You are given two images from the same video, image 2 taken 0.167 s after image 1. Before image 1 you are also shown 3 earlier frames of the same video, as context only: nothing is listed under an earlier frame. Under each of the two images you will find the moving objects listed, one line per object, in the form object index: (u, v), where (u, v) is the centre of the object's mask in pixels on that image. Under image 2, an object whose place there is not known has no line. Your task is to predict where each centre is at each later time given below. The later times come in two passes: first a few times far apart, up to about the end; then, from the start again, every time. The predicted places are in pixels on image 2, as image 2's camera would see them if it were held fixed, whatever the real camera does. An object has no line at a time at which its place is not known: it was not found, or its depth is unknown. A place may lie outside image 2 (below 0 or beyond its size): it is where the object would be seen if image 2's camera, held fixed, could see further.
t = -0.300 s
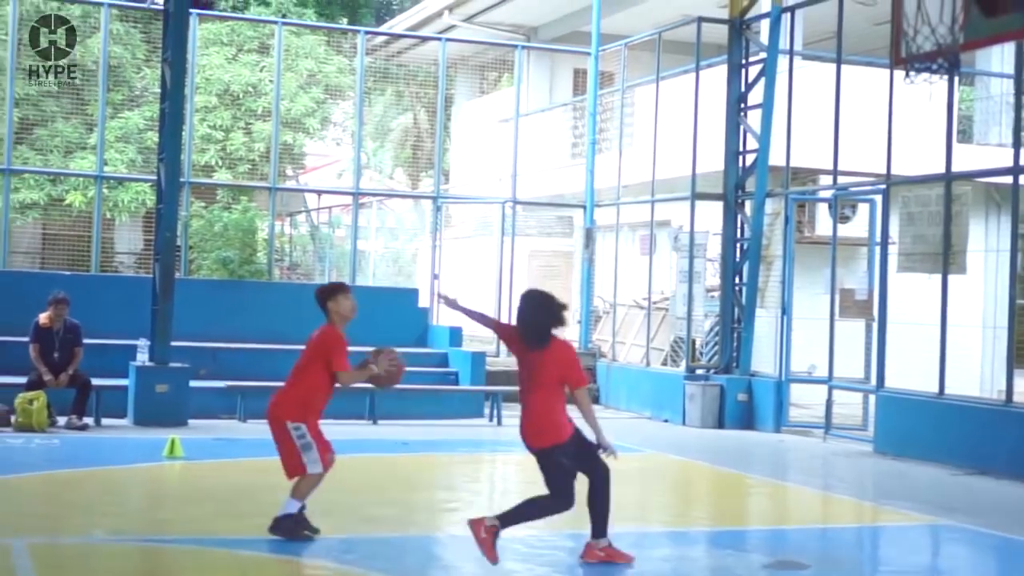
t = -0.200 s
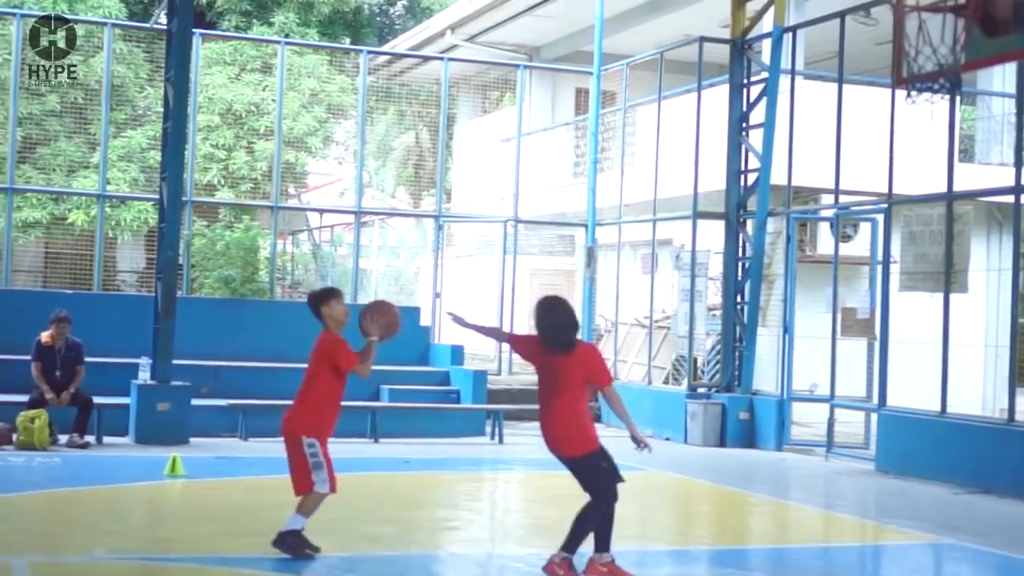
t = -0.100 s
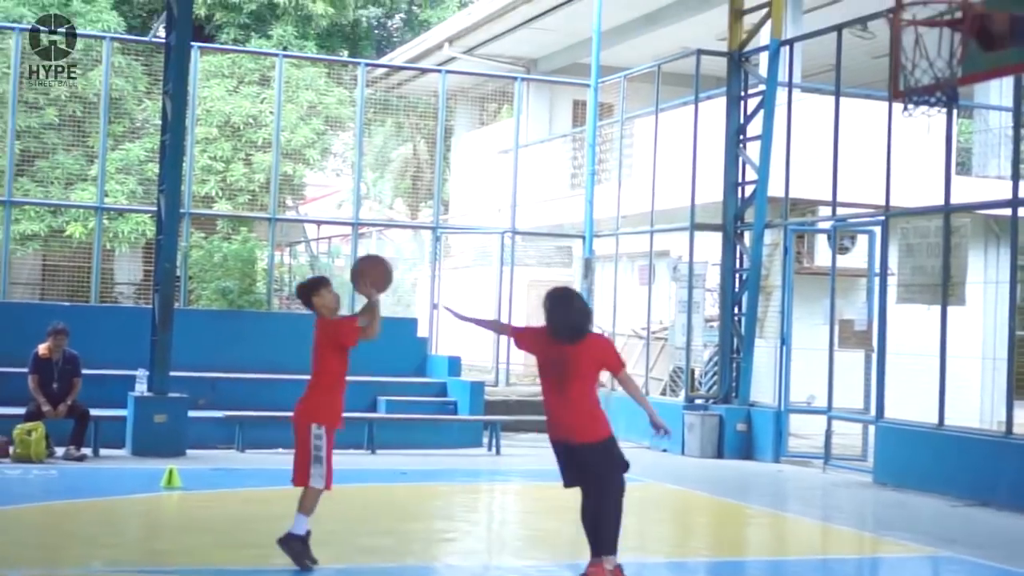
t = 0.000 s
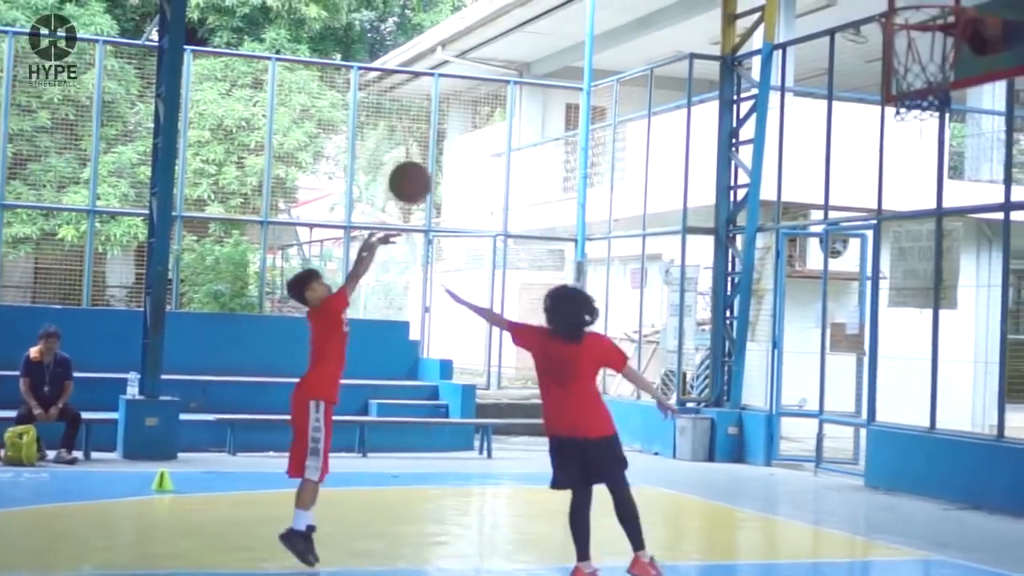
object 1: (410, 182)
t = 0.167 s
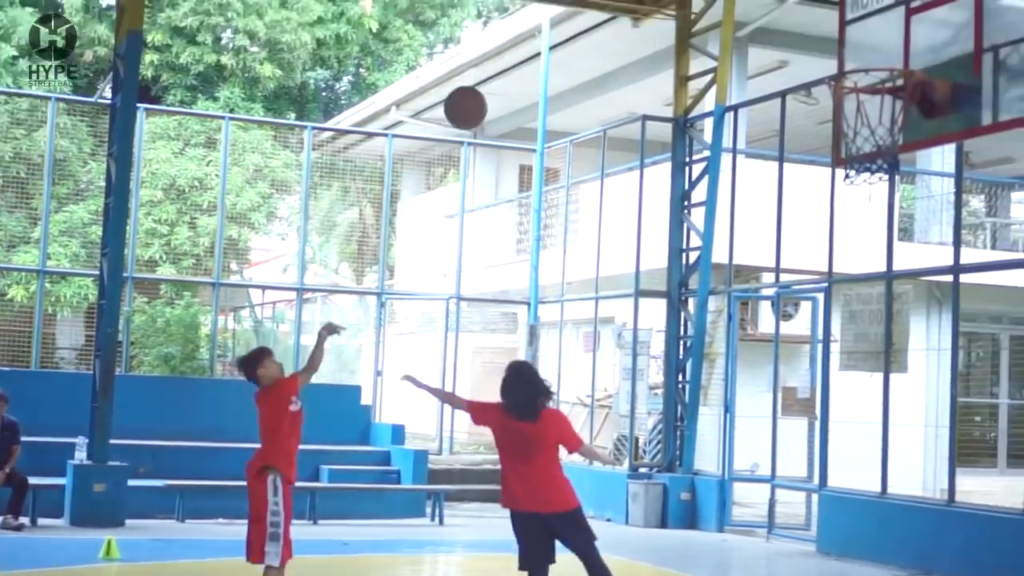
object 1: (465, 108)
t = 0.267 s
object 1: (526, 49)
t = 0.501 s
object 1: (663, -19)
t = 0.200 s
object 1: (486, 86)
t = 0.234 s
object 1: (506, 67)
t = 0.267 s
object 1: (526, 49)
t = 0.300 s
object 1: (547, 33)
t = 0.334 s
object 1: (566, 19)
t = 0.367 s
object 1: (585, 8)
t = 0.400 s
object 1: (605, -2)
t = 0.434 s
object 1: (624, -9)
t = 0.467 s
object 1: (645, -16)
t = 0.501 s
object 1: (663, -19)
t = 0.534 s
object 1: (682, -25)
